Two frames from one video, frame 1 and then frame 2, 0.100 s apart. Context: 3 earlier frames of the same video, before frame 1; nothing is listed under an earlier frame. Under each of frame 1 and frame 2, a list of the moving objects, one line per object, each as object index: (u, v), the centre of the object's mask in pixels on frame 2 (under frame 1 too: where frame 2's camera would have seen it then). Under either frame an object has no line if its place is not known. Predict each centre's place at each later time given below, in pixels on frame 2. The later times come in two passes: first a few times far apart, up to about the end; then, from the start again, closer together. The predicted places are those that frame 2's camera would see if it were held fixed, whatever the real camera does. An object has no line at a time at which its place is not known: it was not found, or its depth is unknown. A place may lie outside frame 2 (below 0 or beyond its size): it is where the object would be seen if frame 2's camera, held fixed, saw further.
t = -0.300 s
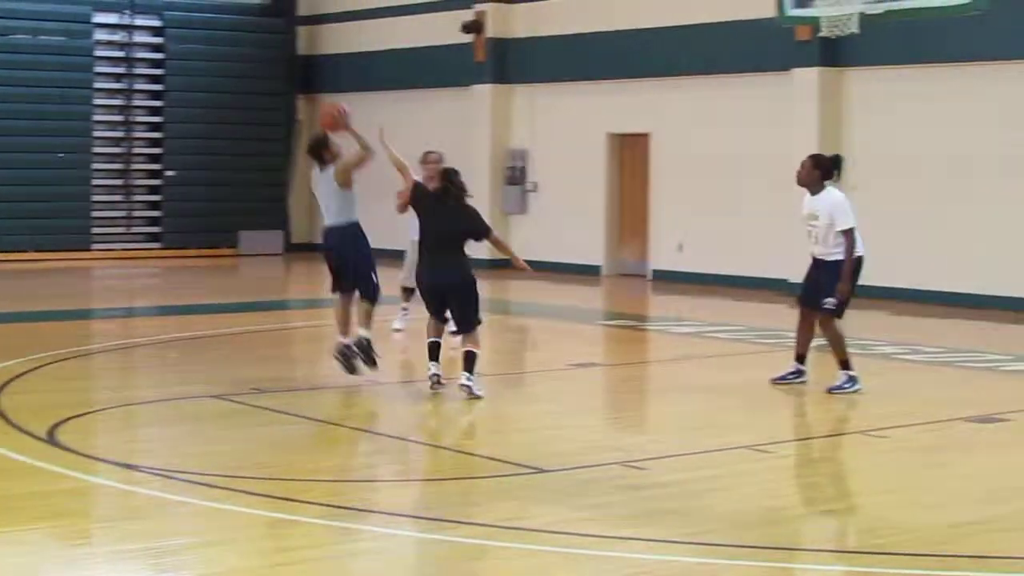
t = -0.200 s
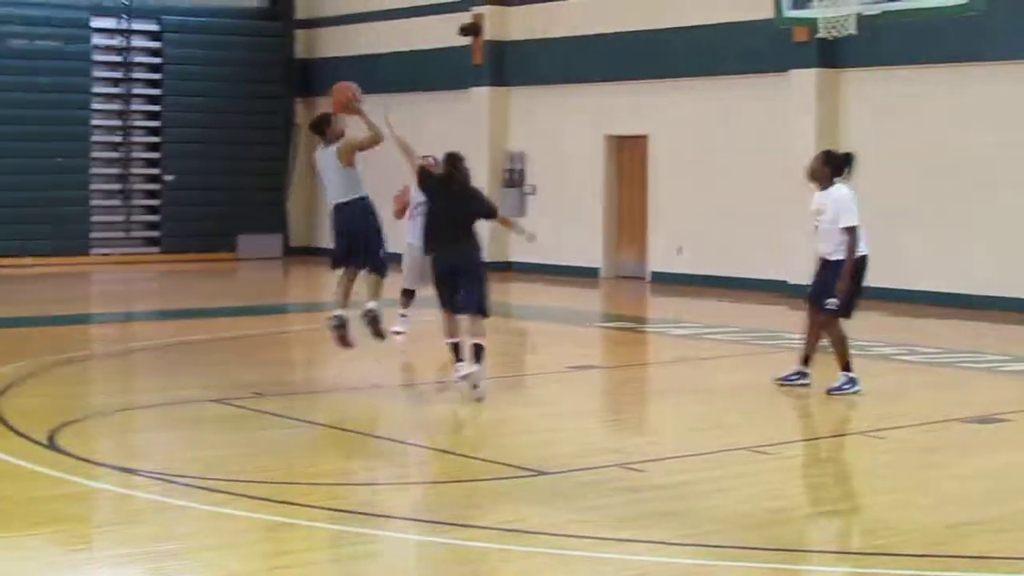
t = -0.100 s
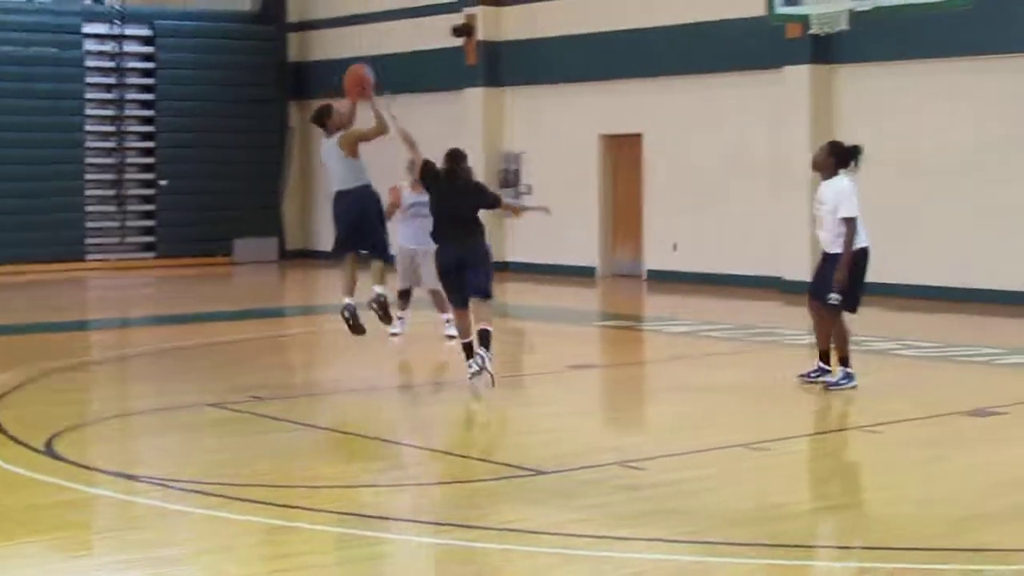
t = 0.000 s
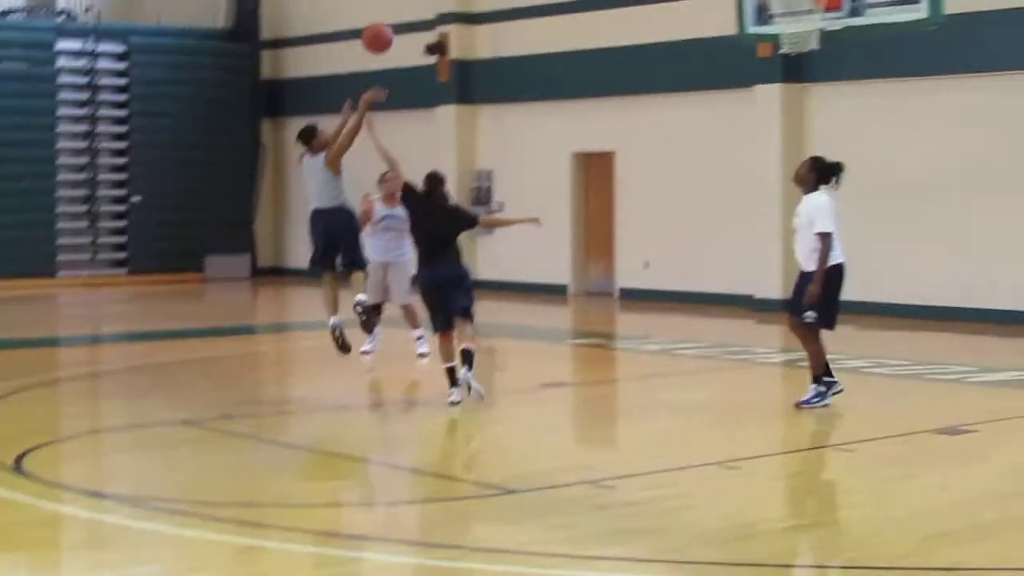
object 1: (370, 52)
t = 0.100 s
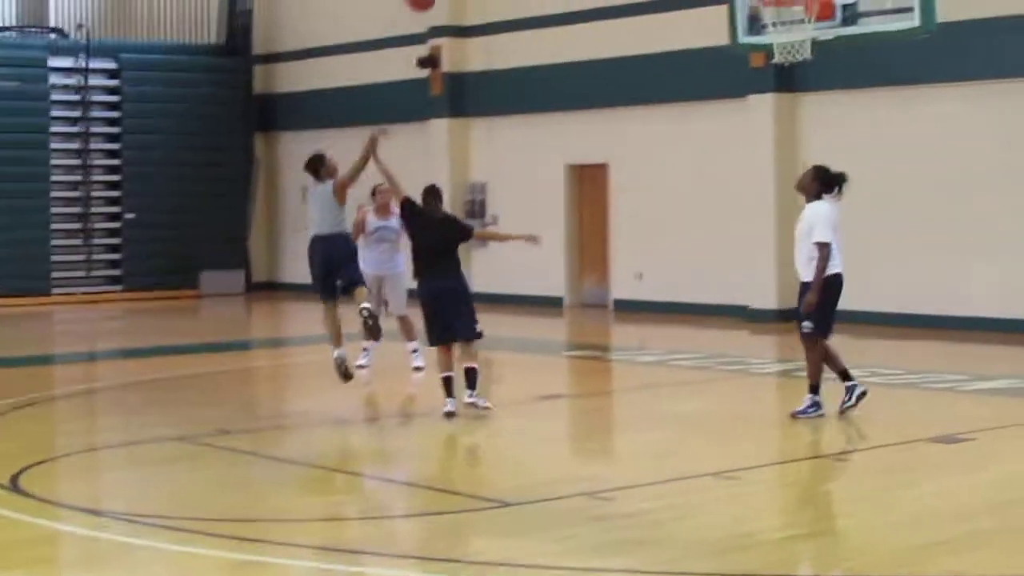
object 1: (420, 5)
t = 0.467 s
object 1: (608, -94)
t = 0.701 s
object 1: (718, -57)
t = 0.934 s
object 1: (795, -10)
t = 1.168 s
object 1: (776, 24)
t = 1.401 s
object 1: (801, 51)
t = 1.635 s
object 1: (825, 131)
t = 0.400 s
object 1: (572, -80)
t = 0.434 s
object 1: (591, -92)
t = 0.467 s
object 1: (608, -94)
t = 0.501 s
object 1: (625, -93)
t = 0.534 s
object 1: (641, -91)
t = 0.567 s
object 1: (658, -88)
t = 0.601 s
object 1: (674, -83)
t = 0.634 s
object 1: (689, -76)
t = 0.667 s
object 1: (707, -67)
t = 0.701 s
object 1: (718, -57)
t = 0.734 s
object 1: (734, -45)
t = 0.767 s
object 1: (751, -33)
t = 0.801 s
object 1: (766, -20)
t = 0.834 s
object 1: (784, -13)
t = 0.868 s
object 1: (792, -12)
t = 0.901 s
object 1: (798, -10)
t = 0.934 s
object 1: (795, -10)
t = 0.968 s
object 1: (789, -9)
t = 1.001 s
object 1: (777, 4)
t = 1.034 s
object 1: (771, 6)
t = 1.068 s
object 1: (767, 14)
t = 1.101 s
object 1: (773, 18)
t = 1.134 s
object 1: (774, 20)
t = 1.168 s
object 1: (776, 24)
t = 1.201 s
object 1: (782, 32)
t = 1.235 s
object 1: (785, 32)
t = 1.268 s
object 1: (787, 38)
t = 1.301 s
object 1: (796, 44)
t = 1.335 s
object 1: (800, 45)
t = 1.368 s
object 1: (802, 48)
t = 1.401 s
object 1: (801, 51)
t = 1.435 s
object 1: (804, 58)
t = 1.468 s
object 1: (814, 64)
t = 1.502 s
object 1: (818, 73)
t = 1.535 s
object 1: (815, 86)
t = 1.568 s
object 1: (818, 100)
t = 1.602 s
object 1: (821, 116)
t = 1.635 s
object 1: (825, 131)
